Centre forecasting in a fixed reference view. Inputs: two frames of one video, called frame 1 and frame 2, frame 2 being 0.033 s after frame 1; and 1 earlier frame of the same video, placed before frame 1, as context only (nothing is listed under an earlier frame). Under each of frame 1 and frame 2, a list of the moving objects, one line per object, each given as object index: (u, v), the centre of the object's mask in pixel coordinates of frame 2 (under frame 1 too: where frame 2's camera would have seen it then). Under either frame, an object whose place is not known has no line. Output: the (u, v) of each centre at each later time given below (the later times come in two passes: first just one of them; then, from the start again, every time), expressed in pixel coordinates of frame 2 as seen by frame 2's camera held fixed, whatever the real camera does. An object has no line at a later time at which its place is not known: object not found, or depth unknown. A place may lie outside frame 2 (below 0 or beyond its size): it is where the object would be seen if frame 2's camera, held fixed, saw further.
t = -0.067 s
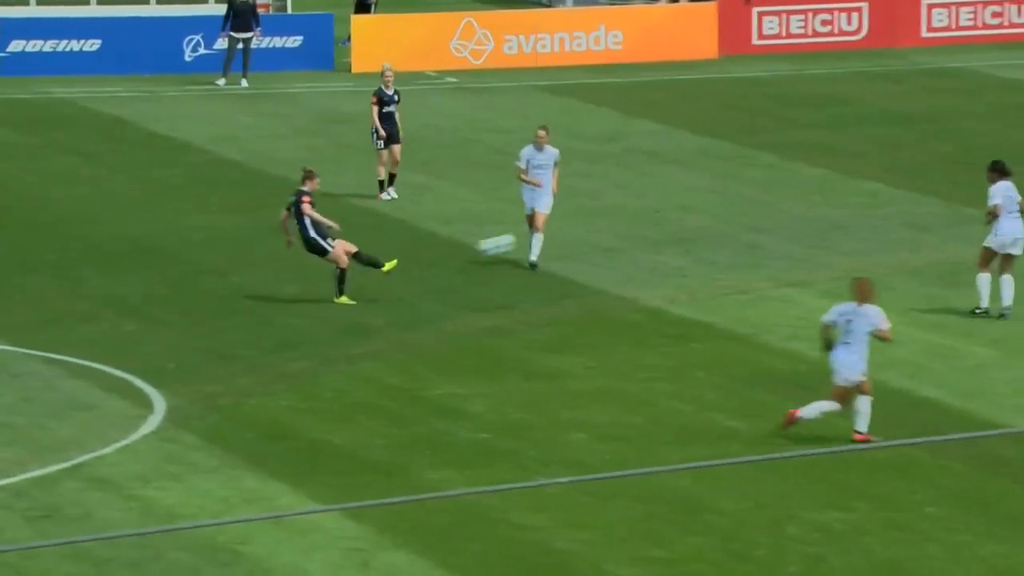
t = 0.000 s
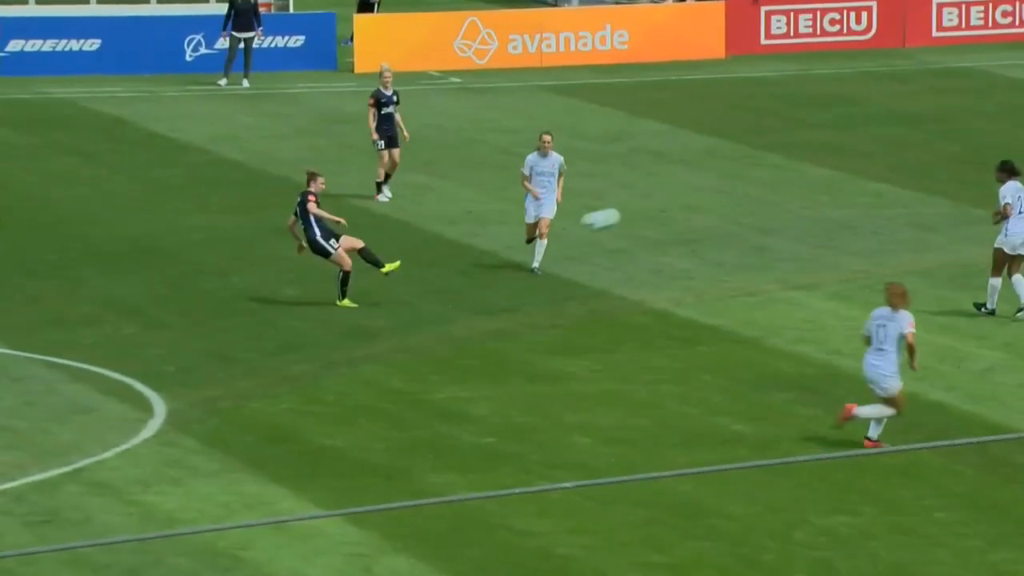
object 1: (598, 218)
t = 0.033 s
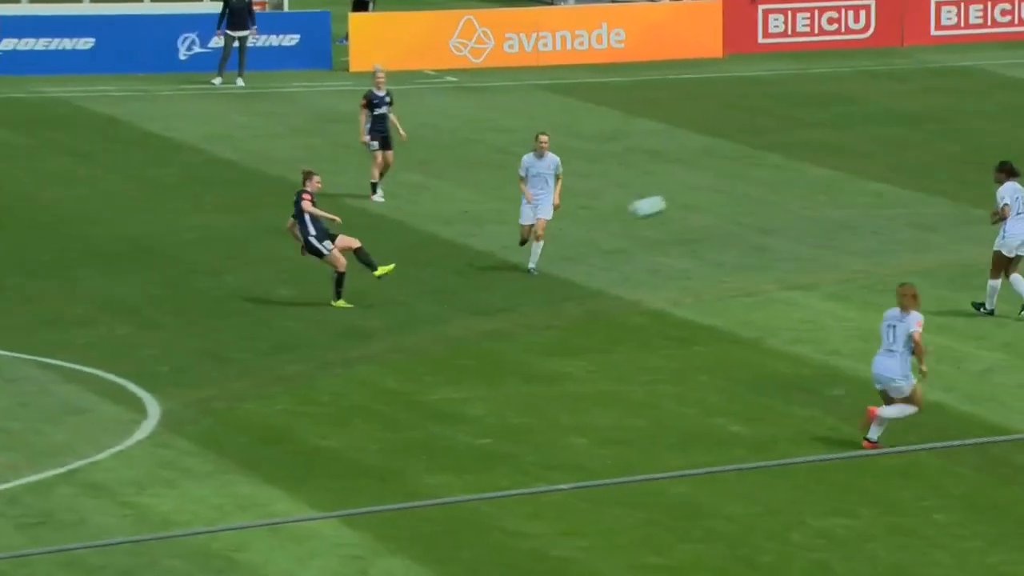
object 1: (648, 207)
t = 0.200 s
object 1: (896, 155)
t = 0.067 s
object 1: (697, 194)
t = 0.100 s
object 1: (745, 183)
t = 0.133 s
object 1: (796, 173)
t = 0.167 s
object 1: (846, 164)
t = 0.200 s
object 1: (896, 155)
